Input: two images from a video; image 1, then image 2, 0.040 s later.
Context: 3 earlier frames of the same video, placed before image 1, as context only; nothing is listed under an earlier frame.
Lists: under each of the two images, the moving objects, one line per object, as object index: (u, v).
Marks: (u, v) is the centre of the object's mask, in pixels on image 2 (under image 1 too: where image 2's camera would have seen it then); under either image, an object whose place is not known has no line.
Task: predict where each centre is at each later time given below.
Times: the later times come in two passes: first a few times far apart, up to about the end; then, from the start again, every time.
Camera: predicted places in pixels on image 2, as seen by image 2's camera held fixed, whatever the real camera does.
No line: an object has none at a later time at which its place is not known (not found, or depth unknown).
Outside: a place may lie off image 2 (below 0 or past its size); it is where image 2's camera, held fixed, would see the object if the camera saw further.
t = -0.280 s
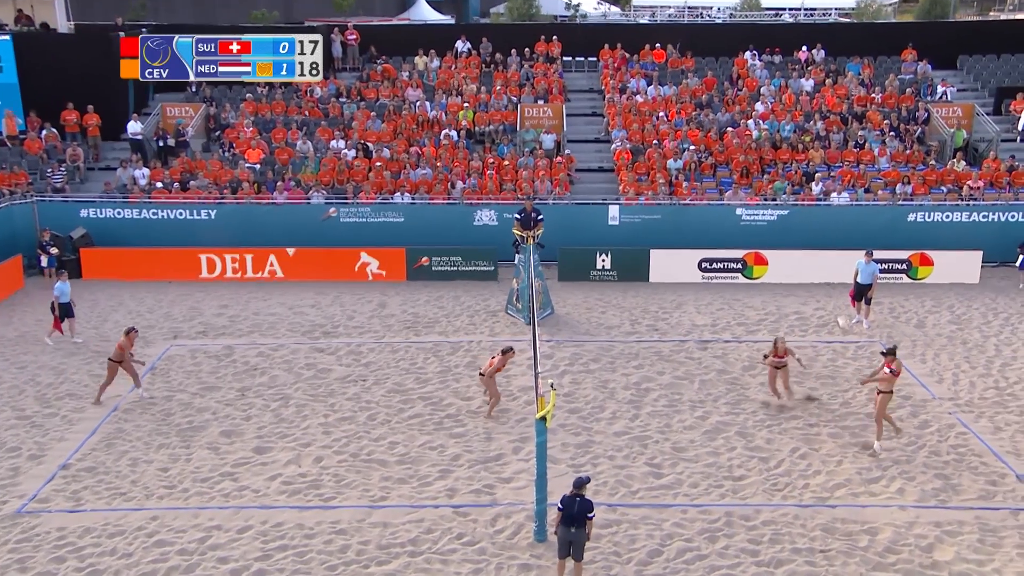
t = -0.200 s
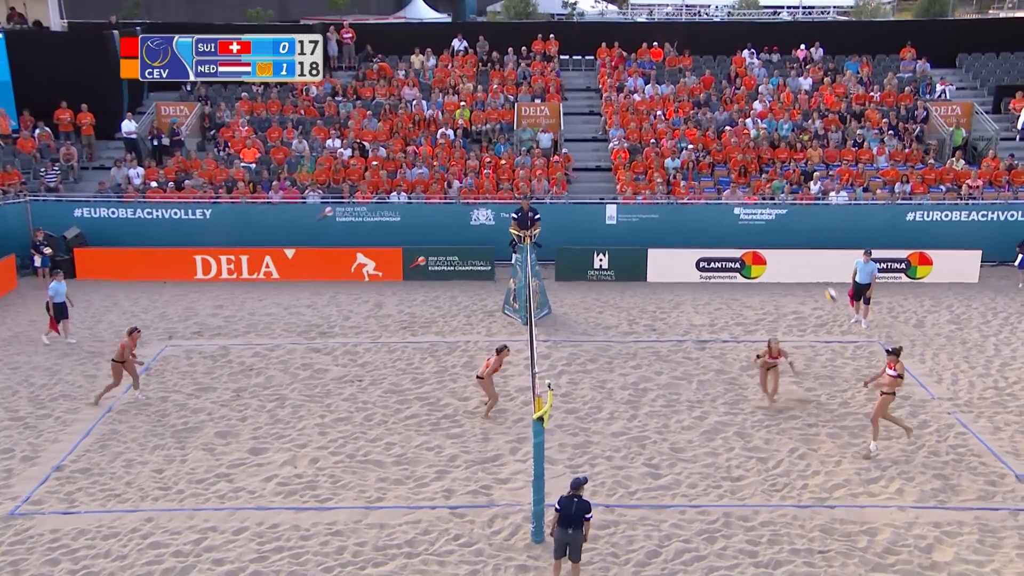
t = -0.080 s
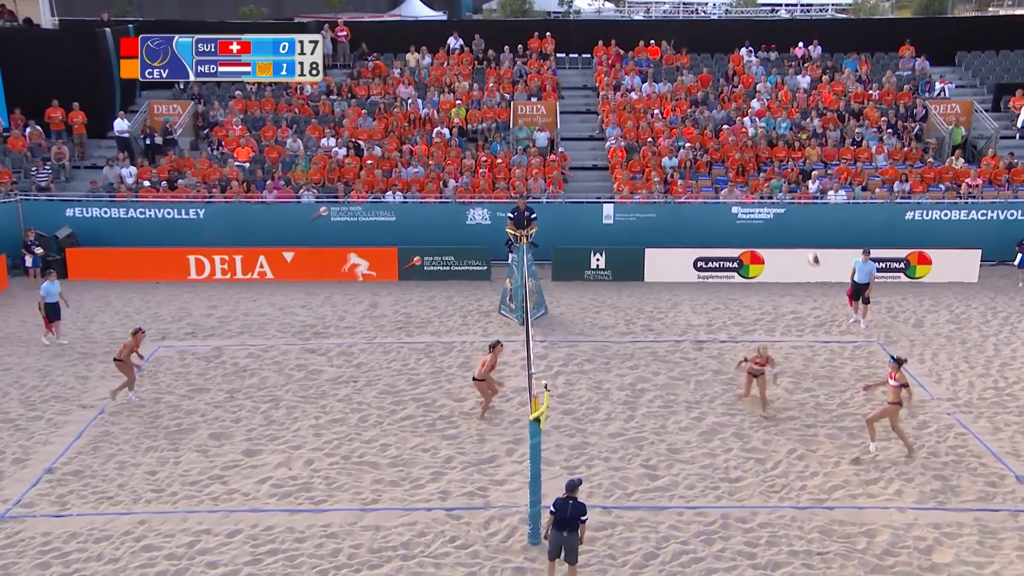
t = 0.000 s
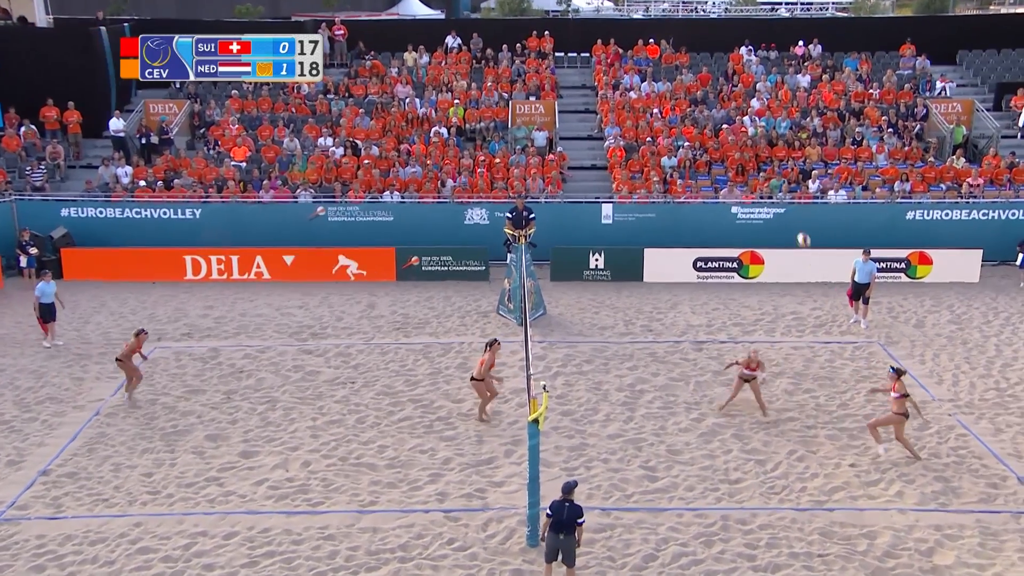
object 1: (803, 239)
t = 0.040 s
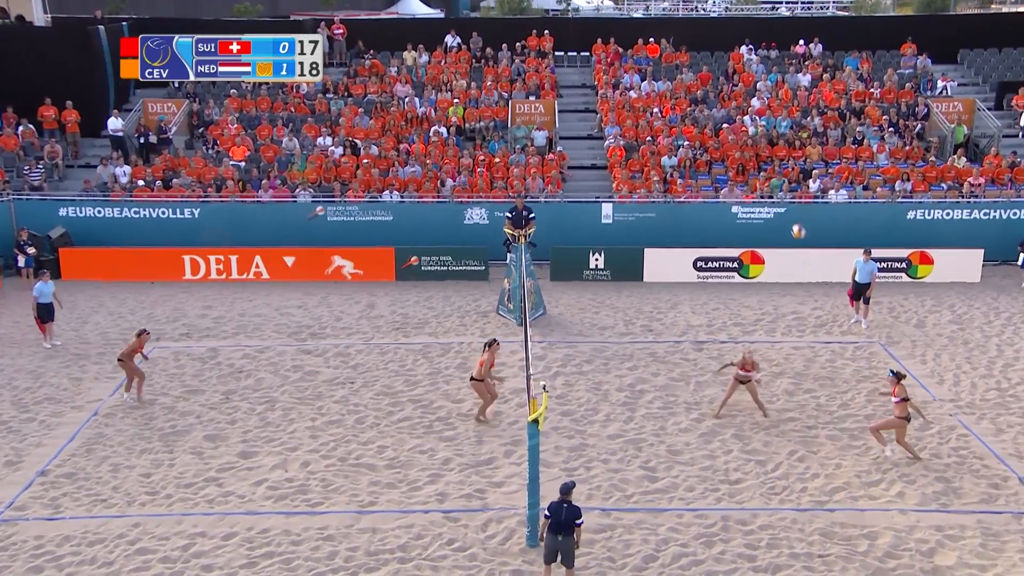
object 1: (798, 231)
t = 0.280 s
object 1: (764, 200)
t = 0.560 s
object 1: (723, 208)
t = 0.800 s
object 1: (686, 250)
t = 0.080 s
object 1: (793, 224)
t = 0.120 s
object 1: (787, 217)
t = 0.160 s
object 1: (781, 212)
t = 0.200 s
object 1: (776, 208)
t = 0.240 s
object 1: (770, 204)
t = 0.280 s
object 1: (764, 200)
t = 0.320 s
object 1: (759, 198)
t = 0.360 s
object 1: (752, 198)
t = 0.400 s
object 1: (747, 198)
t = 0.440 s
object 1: (740, 199)
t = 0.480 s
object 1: (735, 201)
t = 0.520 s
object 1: (729, 205)
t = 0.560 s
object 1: (723, 208)
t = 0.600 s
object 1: (717, 214)
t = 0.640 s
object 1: (711, 219)
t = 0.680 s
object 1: (704, 226)
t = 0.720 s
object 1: (699, 233)
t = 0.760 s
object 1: (692, 241)
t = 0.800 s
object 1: (686, 250)
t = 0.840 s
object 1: (680, 262)
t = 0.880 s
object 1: (674, 272)
